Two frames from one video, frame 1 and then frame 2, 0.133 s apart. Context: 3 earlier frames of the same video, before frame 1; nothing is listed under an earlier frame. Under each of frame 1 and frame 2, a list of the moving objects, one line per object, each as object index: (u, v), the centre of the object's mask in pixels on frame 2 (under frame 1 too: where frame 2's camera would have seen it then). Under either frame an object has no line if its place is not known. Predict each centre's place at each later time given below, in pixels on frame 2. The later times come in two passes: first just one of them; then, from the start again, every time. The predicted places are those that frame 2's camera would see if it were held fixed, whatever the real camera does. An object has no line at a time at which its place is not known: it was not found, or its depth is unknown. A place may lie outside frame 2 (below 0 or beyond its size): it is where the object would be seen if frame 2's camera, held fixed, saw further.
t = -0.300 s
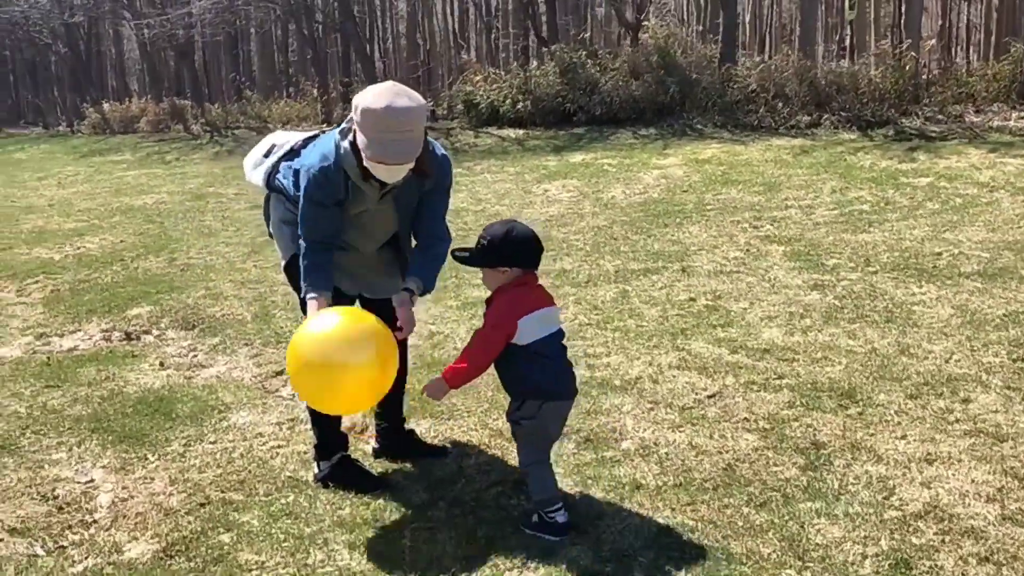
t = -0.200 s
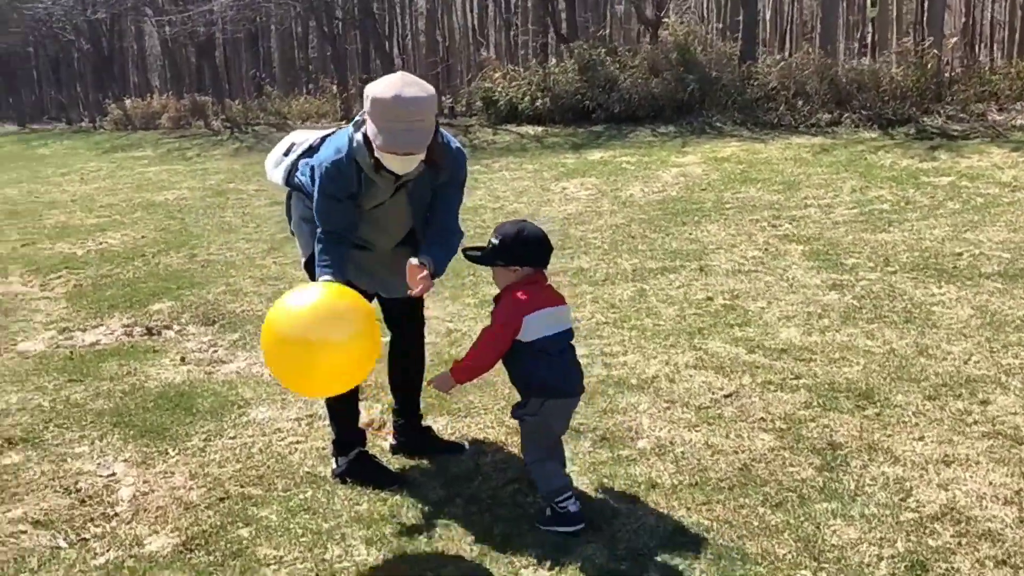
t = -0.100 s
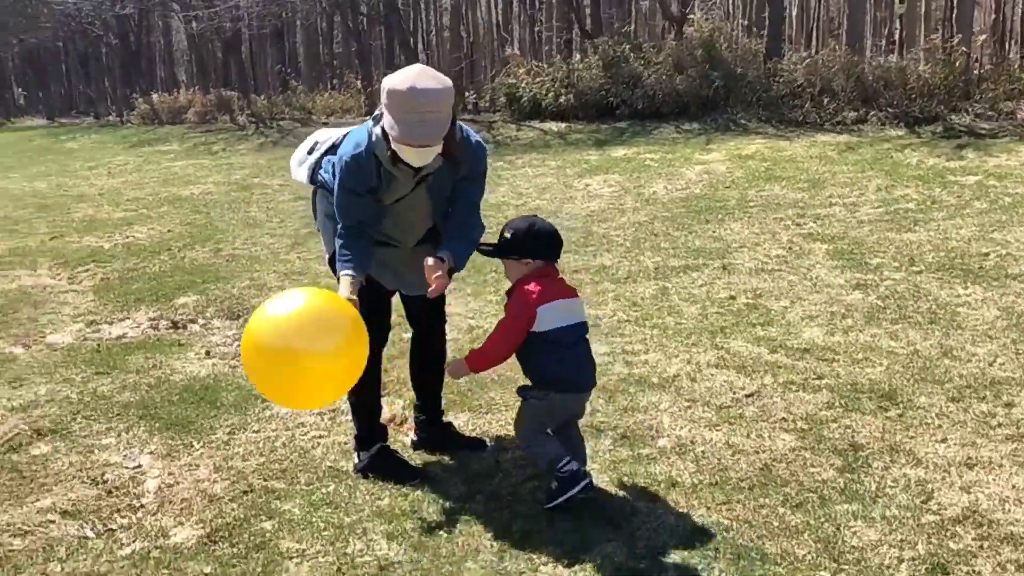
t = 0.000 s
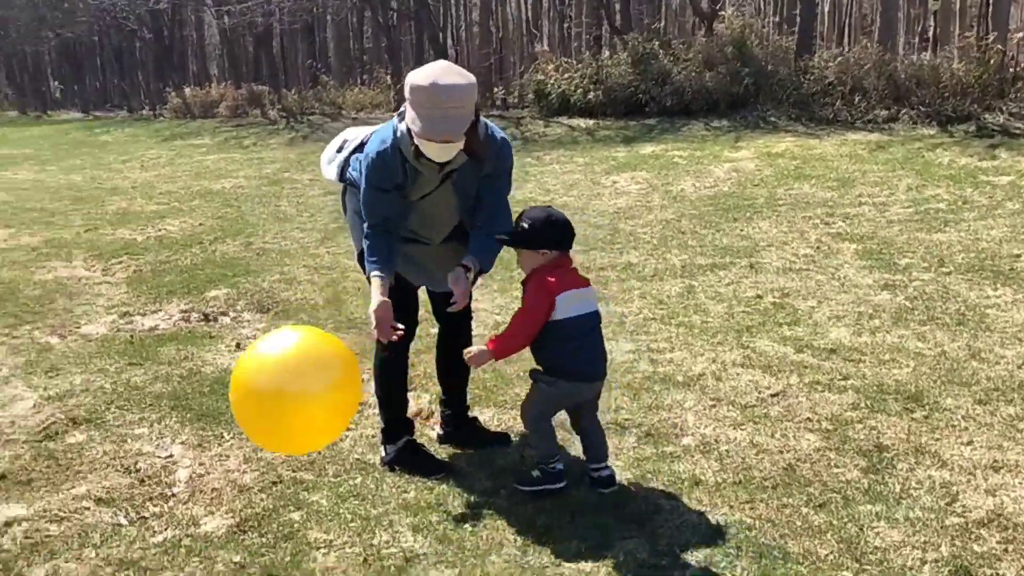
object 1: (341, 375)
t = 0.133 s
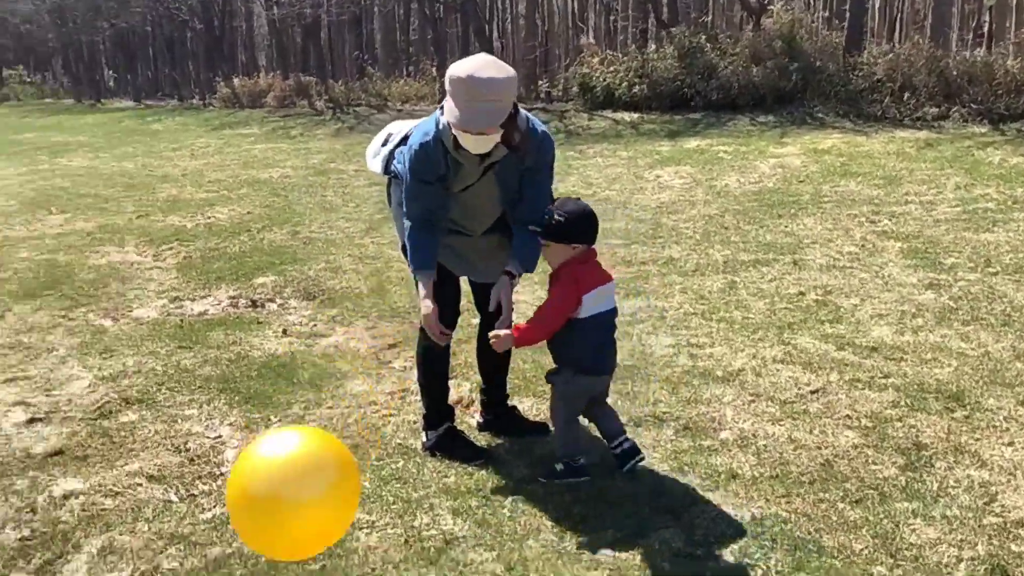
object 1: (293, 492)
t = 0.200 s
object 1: (274, 552)
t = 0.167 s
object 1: (282, 528)
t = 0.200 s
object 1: (274, 552)
